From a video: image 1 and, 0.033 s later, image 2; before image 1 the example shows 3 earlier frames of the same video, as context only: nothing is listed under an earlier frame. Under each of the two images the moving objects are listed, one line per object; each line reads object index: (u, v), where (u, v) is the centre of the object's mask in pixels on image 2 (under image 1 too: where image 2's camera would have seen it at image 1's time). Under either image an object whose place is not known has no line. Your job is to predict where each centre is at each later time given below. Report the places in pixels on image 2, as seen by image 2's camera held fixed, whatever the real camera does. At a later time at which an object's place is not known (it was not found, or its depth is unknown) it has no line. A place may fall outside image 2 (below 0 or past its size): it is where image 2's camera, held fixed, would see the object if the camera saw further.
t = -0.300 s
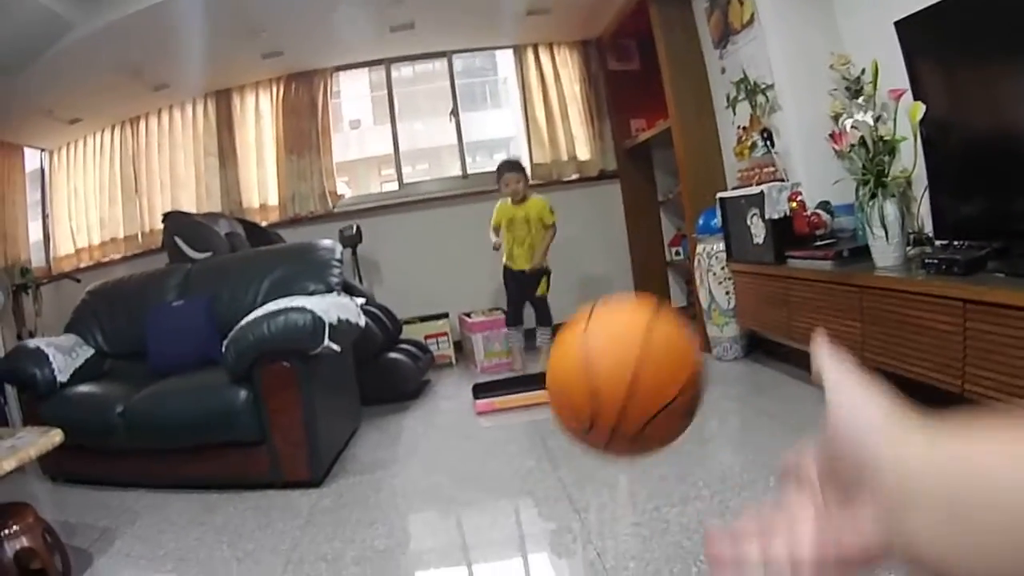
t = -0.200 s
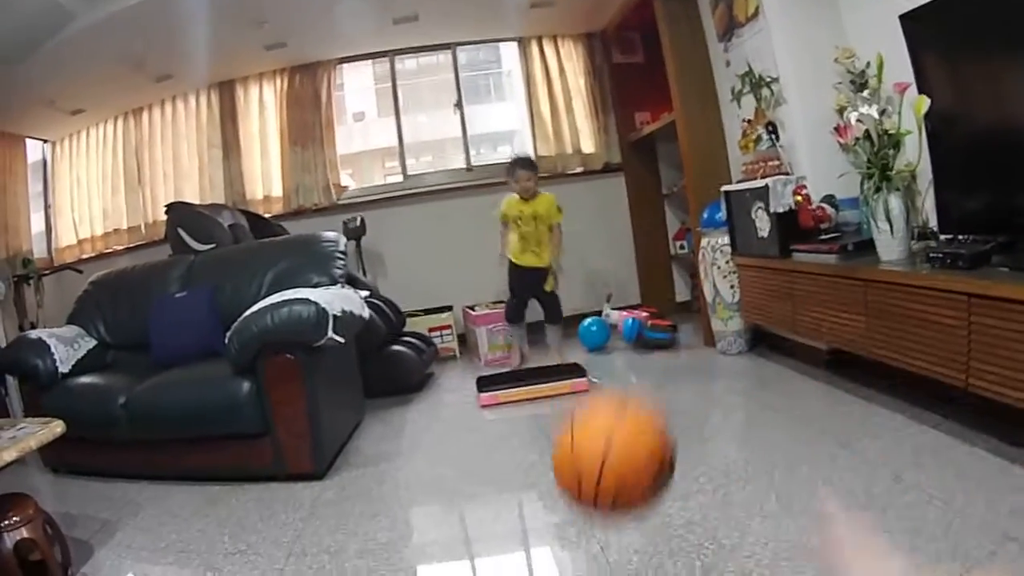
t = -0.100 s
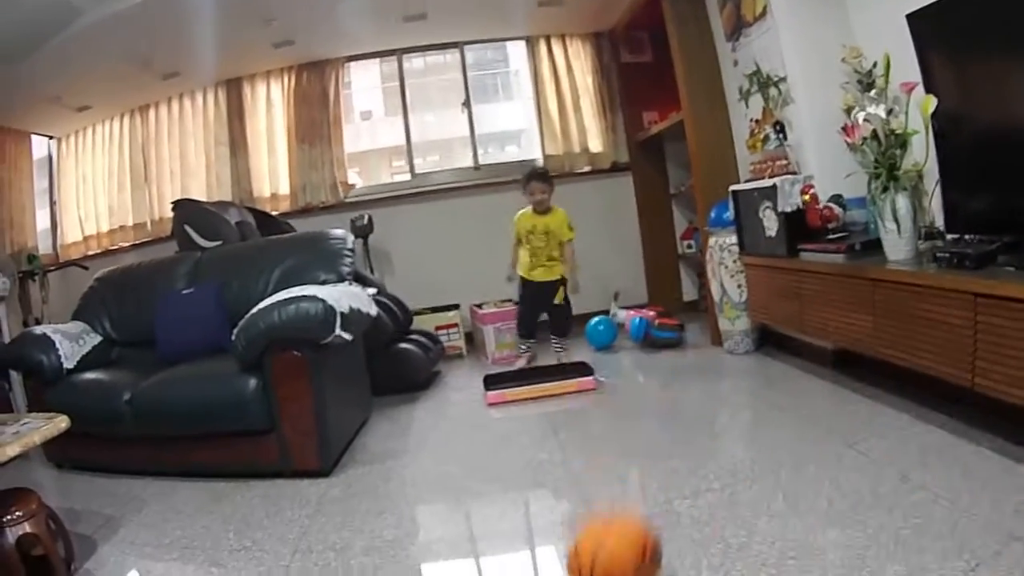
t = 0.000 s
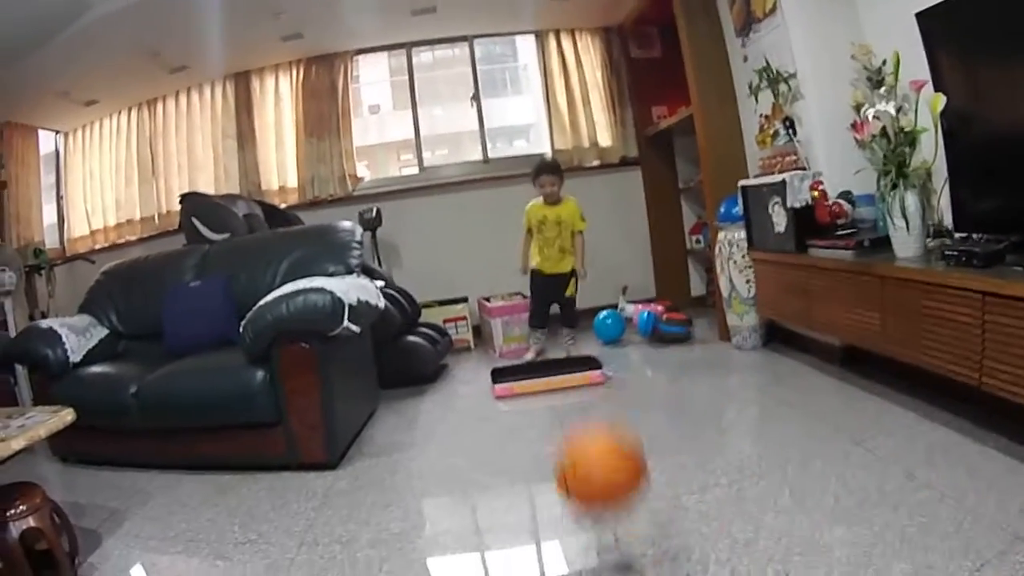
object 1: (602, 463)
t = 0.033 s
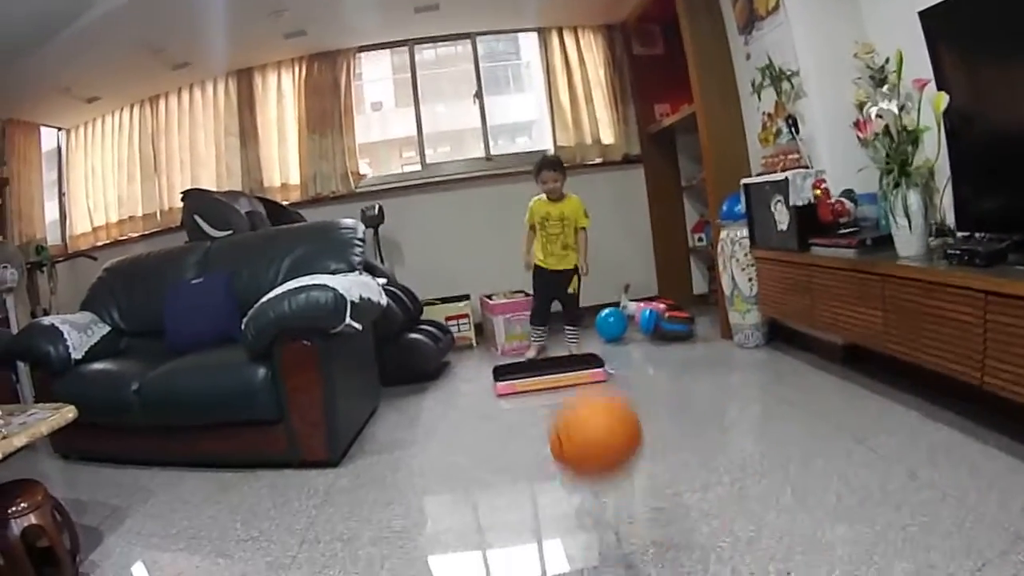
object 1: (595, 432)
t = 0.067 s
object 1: (589, 409)
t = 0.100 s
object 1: (583, 387)
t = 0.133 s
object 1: (577, 373)
